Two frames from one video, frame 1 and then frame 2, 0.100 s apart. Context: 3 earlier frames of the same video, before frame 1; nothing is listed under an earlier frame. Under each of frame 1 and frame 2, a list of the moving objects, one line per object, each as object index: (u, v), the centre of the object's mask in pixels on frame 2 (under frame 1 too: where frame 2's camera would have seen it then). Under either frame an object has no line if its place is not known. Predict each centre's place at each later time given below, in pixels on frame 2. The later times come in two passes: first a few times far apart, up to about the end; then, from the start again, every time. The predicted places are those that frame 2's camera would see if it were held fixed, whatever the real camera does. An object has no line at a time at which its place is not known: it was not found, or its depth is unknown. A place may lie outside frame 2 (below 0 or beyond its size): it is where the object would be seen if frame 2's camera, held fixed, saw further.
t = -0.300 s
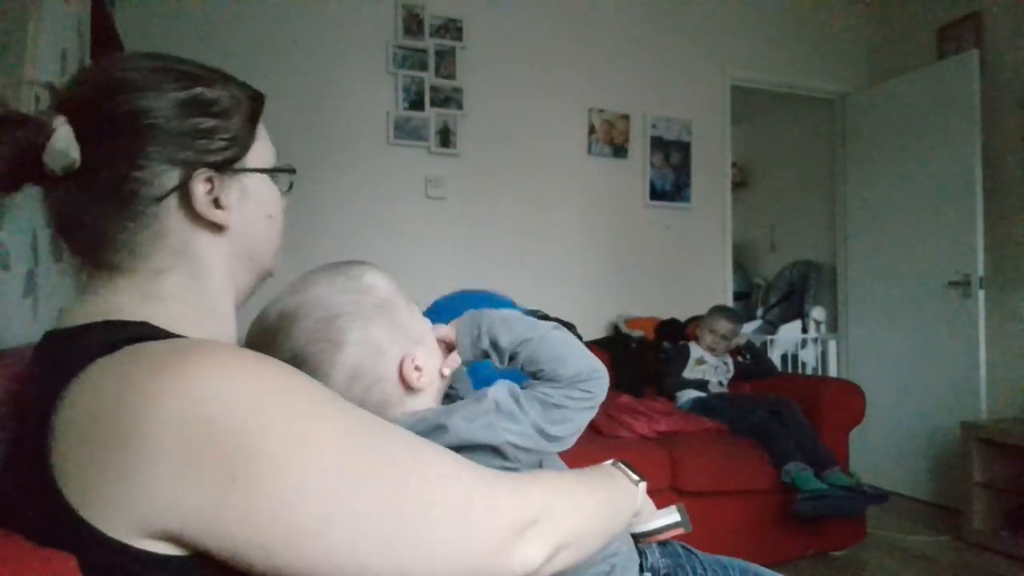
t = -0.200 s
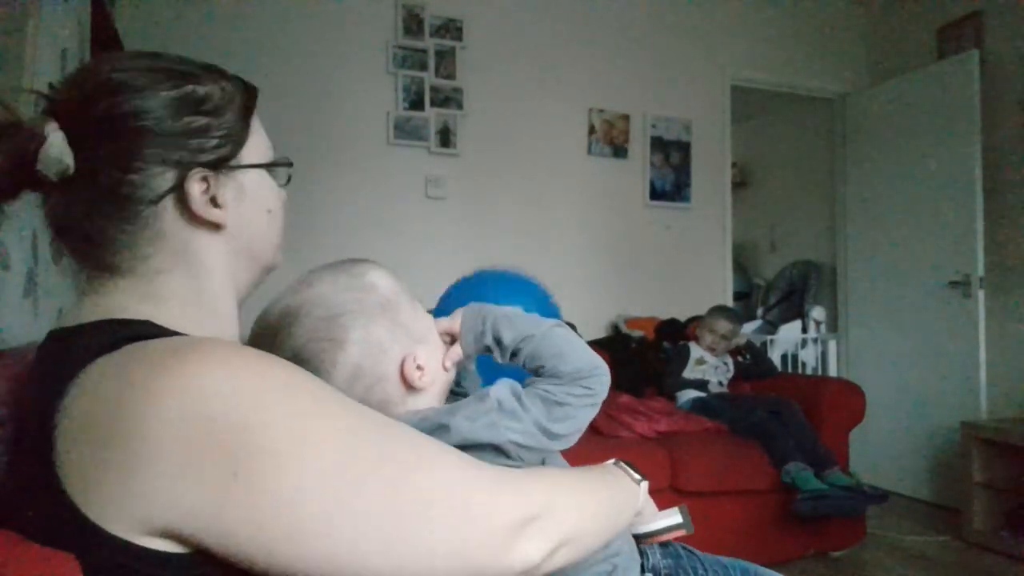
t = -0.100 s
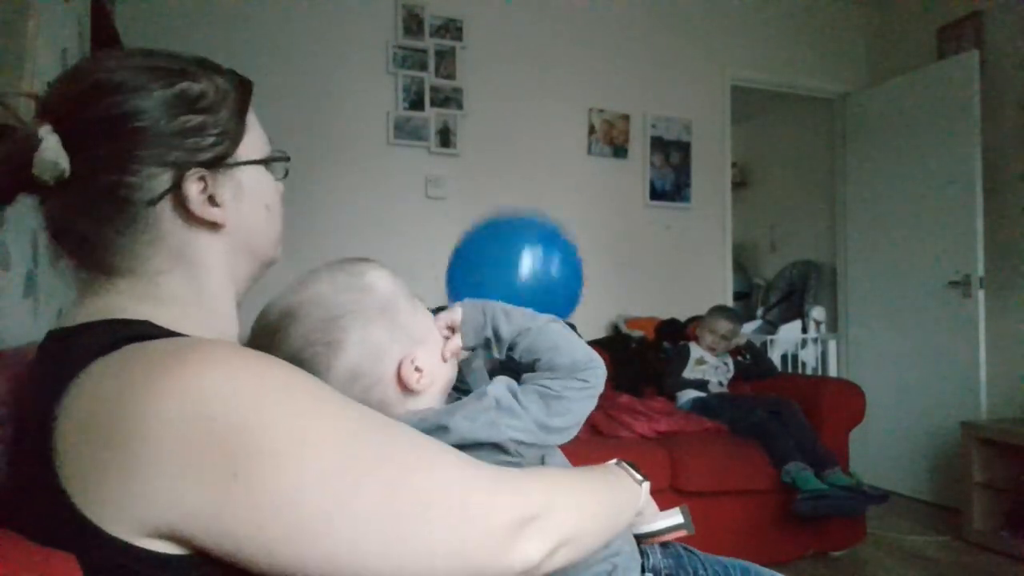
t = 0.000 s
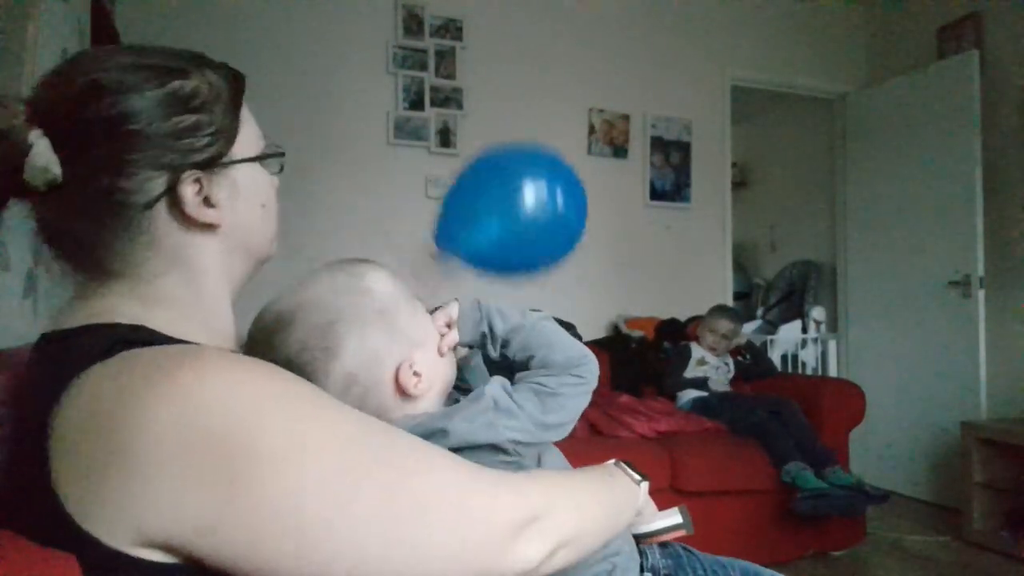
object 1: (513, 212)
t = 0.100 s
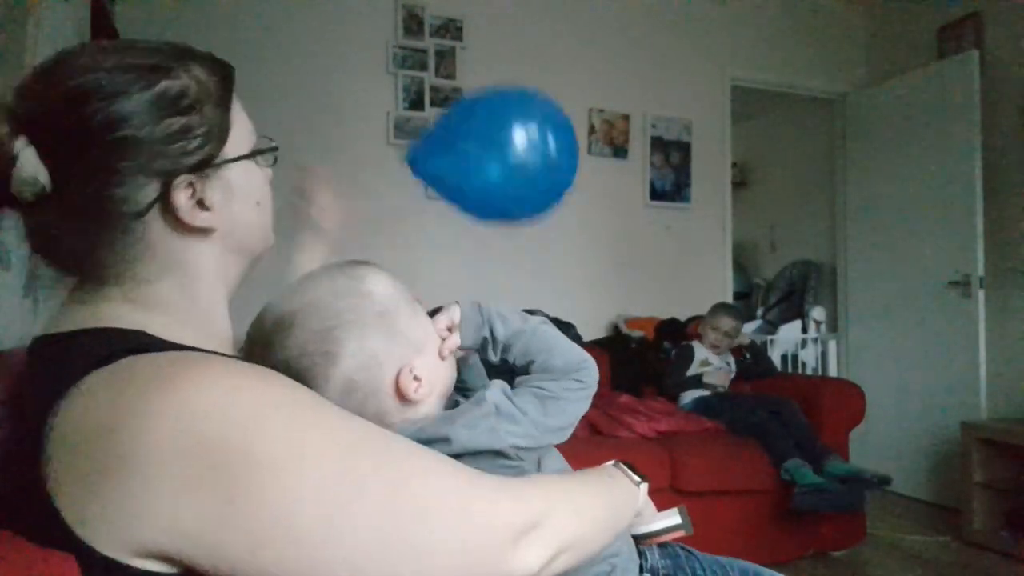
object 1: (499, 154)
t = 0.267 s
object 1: (476, 78)
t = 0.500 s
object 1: (452, 37)
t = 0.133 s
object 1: (494, 136)
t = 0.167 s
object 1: (489, 120)
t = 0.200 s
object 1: (485, 105)
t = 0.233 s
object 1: (480, 91)
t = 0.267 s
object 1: (476, 78)
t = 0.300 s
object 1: (472, 67)
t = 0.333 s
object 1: (469, 59)
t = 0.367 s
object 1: (466, 53)
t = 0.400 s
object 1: (463, 48)
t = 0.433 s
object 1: (459, 43)
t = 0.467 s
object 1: (456, 40)
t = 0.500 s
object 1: (452, 37)
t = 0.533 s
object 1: (447, 35)
